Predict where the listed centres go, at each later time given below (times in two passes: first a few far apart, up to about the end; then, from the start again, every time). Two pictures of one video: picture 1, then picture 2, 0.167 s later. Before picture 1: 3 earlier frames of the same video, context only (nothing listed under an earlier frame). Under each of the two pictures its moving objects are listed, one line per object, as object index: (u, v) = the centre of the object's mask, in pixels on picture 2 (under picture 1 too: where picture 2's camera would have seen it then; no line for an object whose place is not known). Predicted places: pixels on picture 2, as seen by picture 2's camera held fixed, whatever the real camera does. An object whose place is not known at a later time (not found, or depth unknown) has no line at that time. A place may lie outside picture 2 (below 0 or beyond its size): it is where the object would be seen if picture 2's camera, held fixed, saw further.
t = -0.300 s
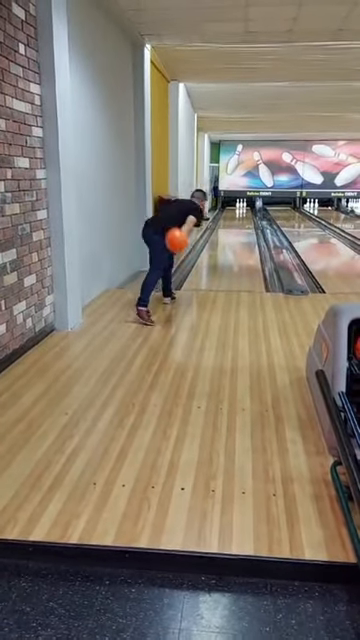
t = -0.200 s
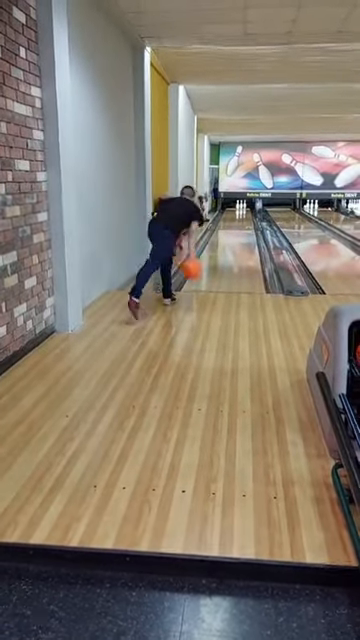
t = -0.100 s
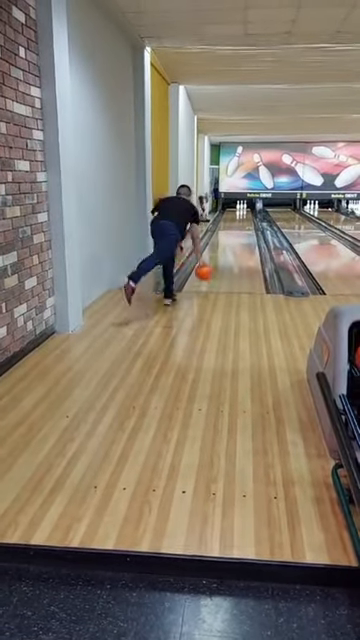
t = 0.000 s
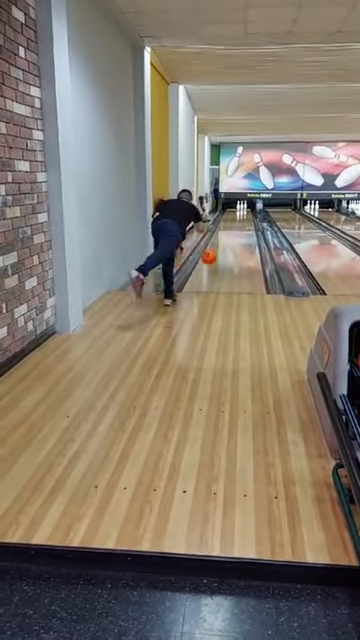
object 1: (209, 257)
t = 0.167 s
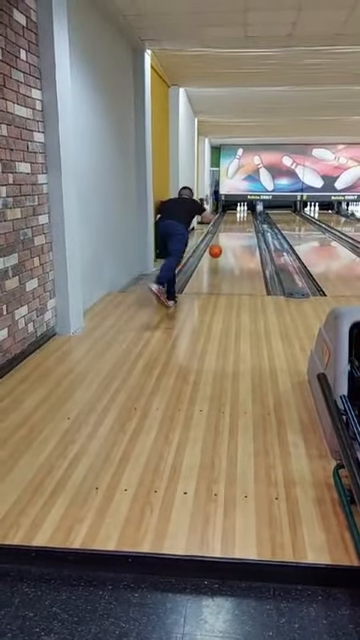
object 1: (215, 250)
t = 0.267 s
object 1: (217, 254)
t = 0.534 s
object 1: (224, 243)
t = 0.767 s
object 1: (227, 236)
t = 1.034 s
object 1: (230, 228)
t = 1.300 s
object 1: (232, 222)
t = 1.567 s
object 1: (233, 219)
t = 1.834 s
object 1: (235, 216)
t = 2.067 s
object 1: (234, 213)
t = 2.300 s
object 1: (235, 210)
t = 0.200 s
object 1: (216, 252)
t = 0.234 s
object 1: (217, 253)
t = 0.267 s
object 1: (217, 254)
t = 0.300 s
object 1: (218, 253)
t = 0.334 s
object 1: (219, 251)
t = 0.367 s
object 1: (220, 249)
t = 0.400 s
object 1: (220, 248)
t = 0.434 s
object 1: (221, 248)
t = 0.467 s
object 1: (222, 246)
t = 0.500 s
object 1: (223, 245)
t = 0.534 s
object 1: (224, 243)
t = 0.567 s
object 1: (224, 242)
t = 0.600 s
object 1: (225, 241)
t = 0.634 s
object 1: (225, 240)
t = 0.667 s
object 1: (226, 239)
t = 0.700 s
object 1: (226, 238)
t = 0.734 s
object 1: (226, 237)
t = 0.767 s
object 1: (227, 236)
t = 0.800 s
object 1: (227, 235)
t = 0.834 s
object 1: (227, 234)
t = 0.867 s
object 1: (228, 233)
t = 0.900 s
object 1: (228, 232)
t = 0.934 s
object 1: (229, 231)
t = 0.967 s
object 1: (230, 231)
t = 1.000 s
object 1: (230, 229)
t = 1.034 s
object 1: (230, 228)
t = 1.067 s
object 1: (230, 227)
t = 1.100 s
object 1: (230, 227)
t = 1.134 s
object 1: (231, 227)
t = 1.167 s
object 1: (231, 226)
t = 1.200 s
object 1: (231, 225)
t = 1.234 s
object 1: (231, 224)
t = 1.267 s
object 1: (231, 223)
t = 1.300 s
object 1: (232, 222)
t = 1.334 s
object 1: (232, 222)
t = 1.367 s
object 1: (232, 222)
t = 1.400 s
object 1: (232, 221)
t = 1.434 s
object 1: (233, 219)
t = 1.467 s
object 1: (233, 219)
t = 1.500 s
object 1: (233, 219)
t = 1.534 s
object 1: (233, 219)
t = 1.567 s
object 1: (233, 219)
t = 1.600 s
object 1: (233, 219)
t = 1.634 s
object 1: (233, 218)
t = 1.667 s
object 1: (233, 217)
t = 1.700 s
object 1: (233, 217)
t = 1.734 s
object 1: (234, 216)
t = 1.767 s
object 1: (234, 216)
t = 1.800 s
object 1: (234, 215)
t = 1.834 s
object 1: (235, 216)
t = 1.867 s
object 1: (235, 215)
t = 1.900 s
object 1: (234, 214)
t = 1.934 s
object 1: (234, 213)
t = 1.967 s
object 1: (234, 213)
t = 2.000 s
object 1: (234, 213)
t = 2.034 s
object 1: (235, 213)
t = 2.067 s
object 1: (234, 213)
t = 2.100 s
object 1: (235, 212)
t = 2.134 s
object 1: (235, 212)
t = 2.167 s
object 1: (235, 212)
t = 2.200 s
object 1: (235, 212)
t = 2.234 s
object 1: (235, 211)
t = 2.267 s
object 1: (235, 210)
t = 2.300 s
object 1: (235, 210)
